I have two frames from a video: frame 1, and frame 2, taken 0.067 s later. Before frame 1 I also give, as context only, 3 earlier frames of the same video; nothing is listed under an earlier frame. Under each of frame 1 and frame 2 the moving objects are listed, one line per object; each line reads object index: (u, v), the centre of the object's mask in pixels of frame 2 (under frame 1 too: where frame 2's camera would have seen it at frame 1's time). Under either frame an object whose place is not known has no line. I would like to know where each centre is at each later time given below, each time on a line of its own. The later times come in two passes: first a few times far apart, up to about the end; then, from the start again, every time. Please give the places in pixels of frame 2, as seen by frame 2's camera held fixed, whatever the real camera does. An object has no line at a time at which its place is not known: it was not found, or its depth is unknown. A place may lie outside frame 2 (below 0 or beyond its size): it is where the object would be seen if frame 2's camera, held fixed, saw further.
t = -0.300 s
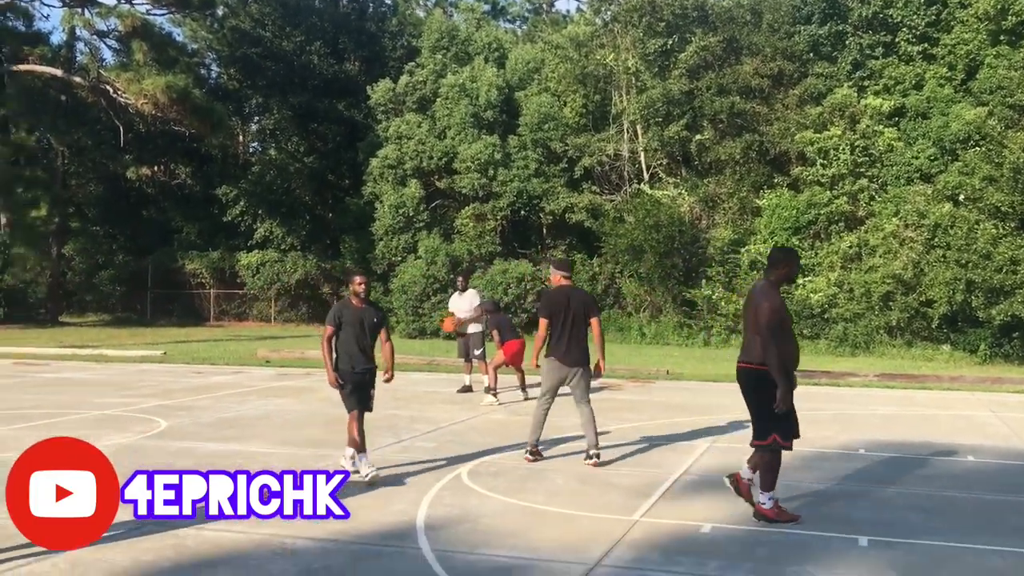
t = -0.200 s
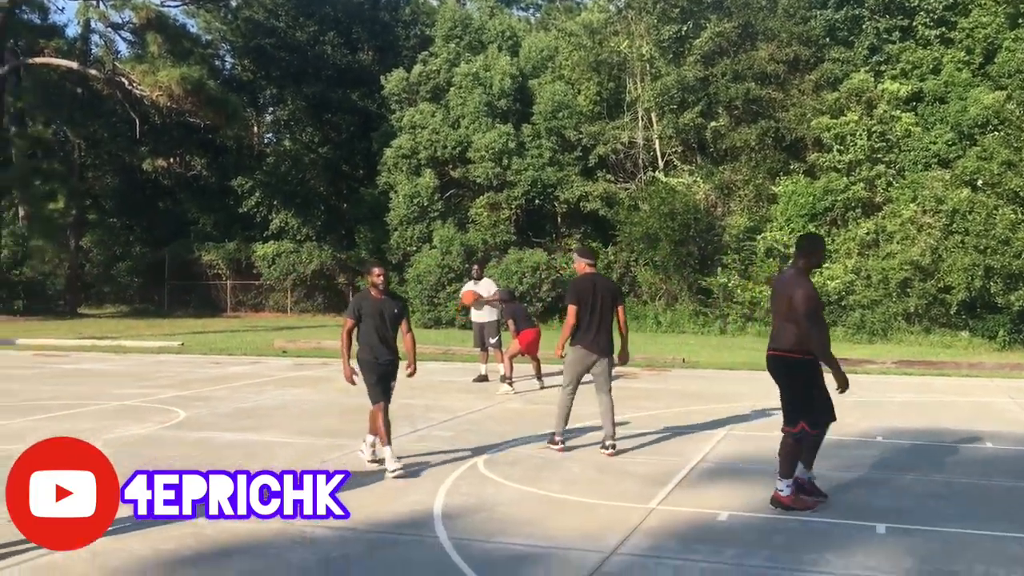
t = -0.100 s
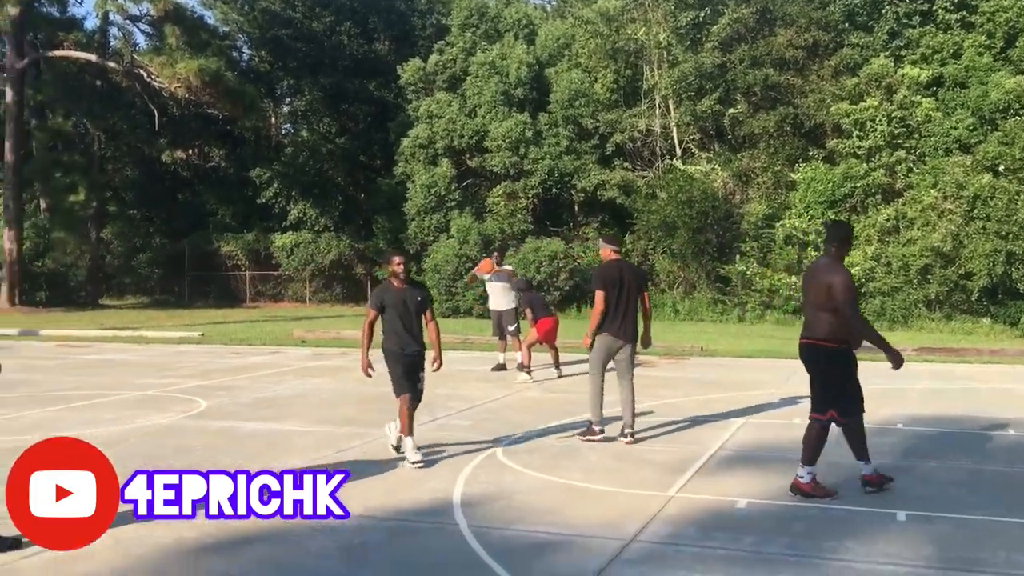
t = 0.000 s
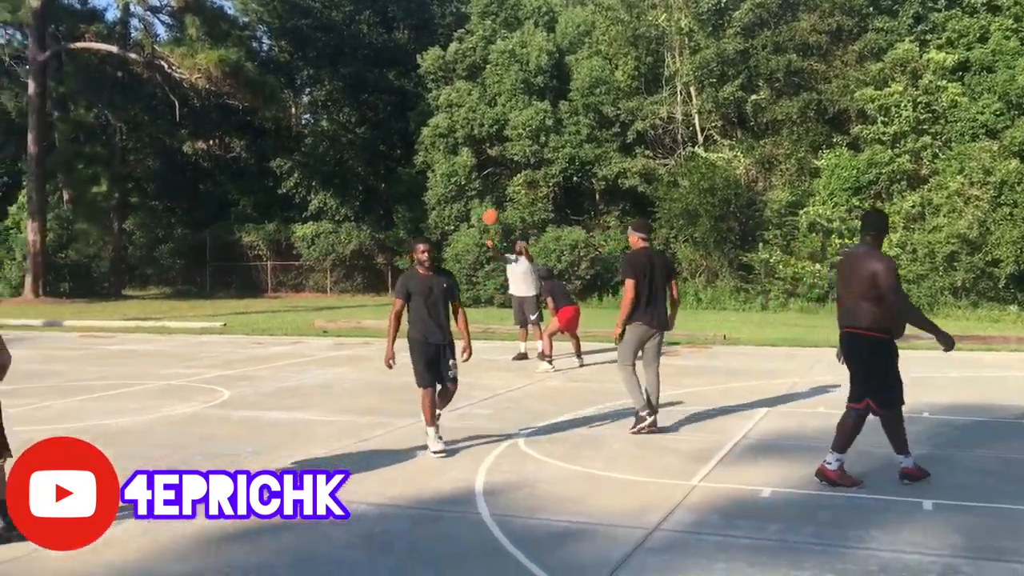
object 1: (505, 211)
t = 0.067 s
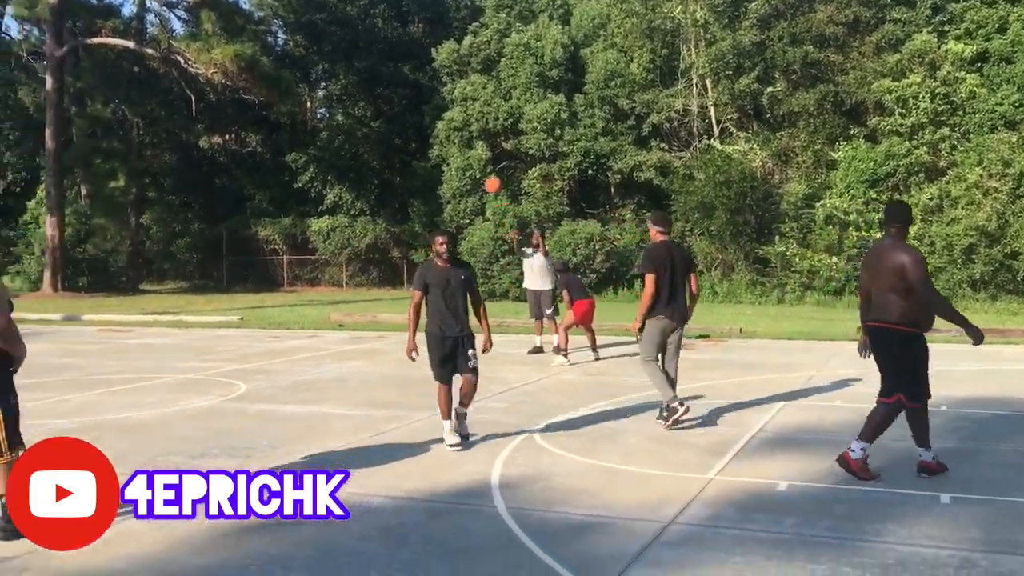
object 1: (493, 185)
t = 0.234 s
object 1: (460, 130)
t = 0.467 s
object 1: (402, 76)
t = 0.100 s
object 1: (486, 173)
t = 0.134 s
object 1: (480, 161)
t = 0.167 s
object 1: (474, 150)
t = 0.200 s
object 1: (467, 139)
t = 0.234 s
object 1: (460, 130)
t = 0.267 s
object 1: (452, 120)
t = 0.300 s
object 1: (444, 110)
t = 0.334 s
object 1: (436, 103)
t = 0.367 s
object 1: (428, 95)
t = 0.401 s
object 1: (420, 88)
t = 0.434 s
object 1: (411, 81)
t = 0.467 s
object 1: (402, 76)
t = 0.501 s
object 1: (393, 71)
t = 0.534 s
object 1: (383, 67)
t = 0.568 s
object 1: (373, 64)
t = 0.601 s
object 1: (362, 63)
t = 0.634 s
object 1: (351, 62)
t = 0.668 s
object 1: (339, 62)
